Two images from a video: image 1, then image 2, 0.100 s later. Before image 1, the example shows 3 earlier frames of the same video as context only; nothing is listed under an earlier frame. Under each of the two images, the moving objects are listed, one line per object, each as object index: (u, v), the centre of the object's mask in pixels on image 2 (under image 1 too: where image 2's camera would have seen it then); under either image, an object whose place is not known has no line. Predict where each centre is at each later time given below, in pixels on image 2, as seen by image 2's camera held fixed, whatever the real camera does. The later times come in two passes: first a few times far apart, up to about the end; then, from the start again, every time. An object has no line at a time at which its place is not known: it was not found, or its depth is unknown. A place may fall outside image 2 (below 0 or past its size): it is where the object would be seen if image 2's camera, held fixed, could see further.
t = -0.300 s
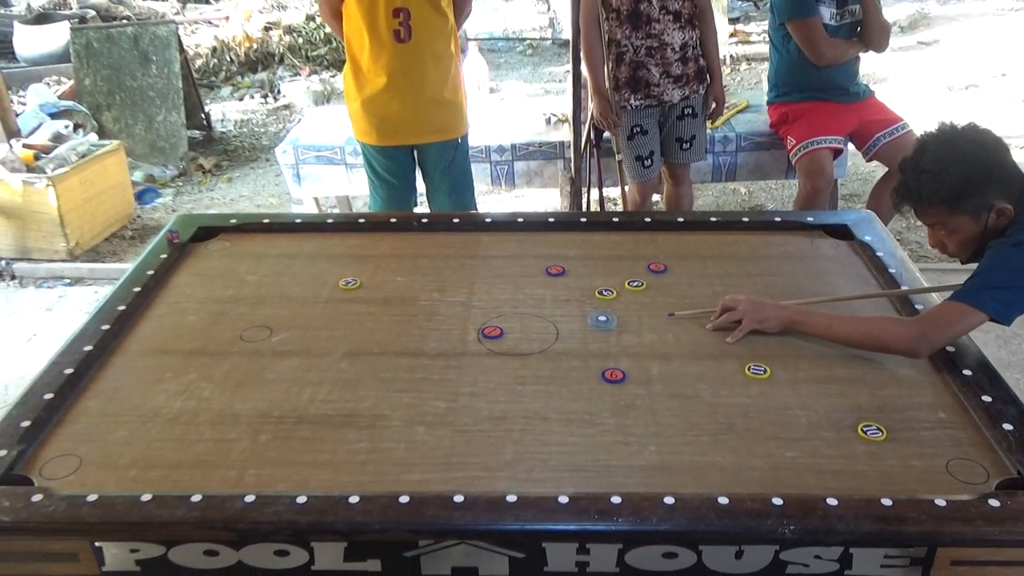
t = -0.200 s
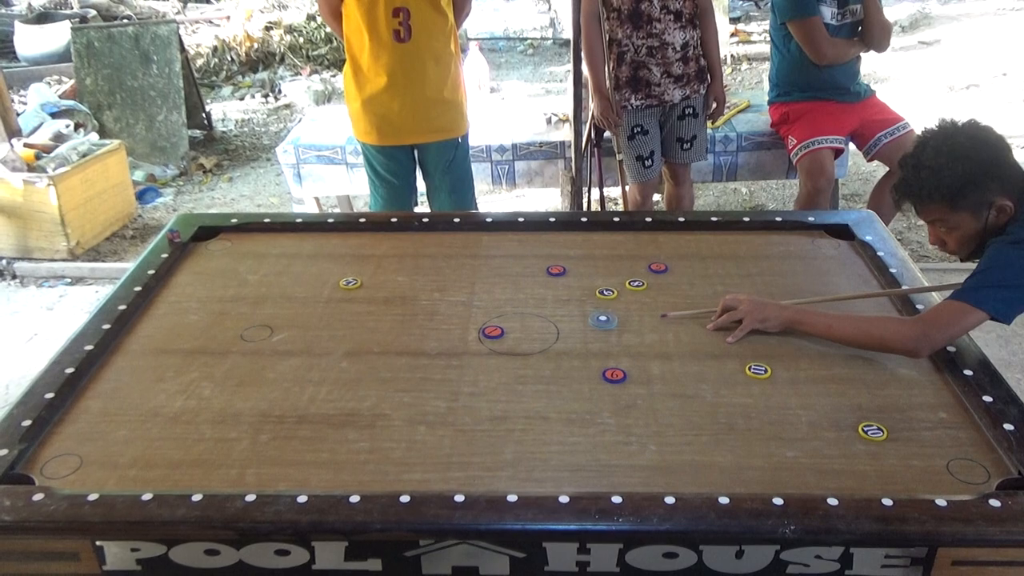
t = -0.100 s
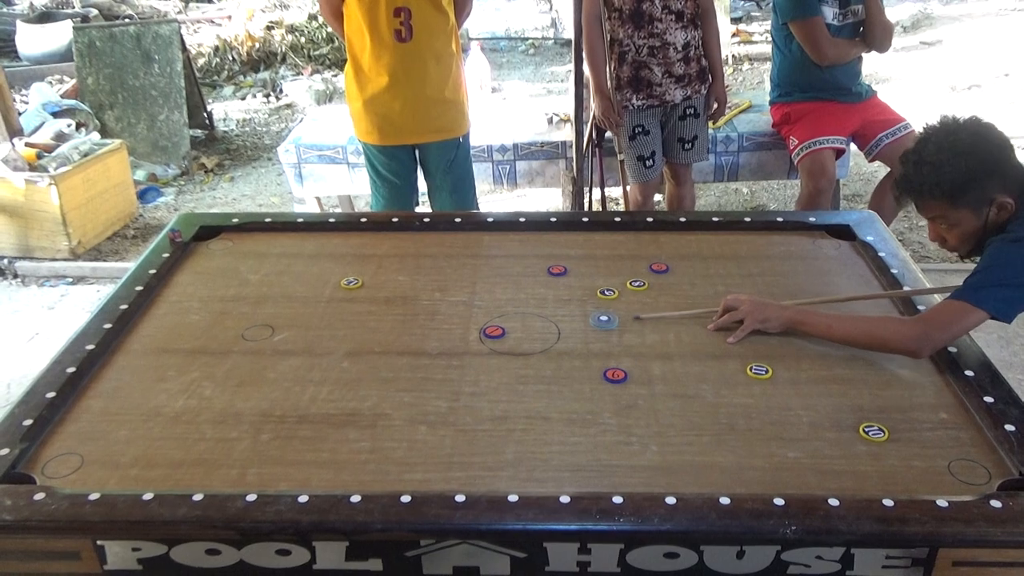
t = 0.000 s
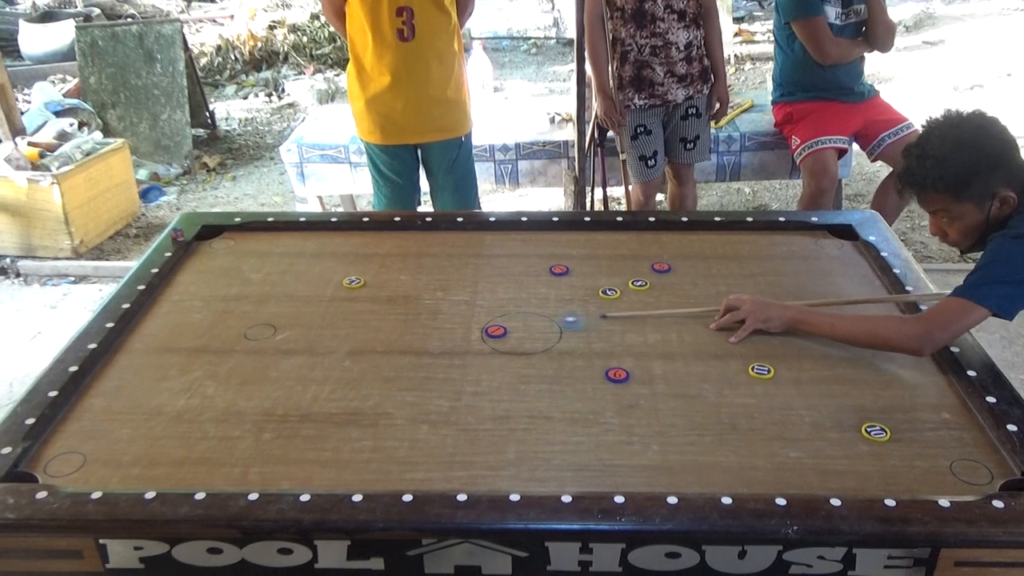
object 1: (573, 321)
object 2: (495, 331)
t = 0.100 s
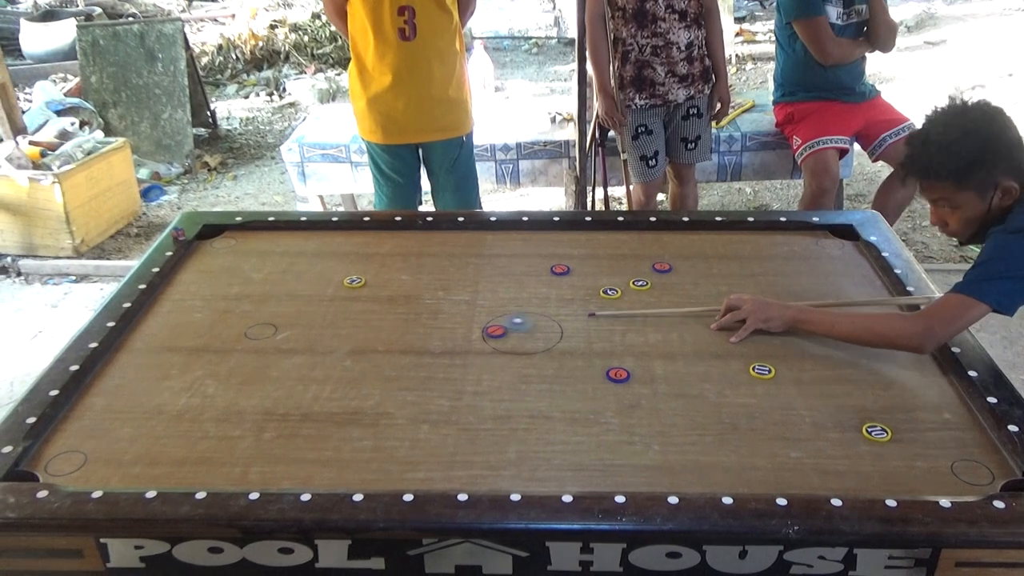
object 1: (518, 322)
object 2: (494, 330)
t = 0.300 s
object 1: (452, 316)
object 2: (384, 369)
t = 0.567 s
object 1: (384, 310)
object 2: (230, 419)
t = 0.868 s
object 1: (336, 305)
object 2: (60, 473)
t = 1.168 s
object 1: (313, 304)
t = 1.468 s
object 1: (310, 303)
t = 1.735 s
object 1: (310, 303)
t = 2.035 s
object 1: (310, 304)
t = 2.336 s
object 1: (310, 303)
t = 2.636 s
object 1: (310, 303)
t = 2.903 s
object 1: (310, 304)
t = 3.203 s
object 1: (310, 304)
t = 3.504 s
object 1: (310, 304)
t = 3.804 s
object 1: (310, 303)
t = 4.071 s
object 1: (310, 304)
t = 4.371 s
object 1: (310, 303)
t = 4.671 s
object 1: (310, 303)
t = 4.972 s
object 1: (311, 304)
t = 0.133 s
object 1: (505, 322)
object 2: (477, 338)
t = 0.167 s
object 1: (495, 320)
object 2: (459, 344)
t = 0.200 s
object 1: (484, 319)
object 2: (440, 350)
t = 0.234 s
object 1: (473, 318)
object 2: (422, 356)
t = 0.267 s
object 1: (462, 317)
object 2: (403, 363)
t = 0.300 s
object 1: (452, 316)
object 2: (384, 369)
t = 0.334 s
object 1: (442, 315)
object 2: (365, 375)
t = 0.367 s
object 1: (432, 314)
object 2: (345, 381)
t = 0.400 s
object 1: (424, 314)
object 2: (326, 388)
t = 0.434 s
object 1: (416, 312)
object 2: (307, 394)
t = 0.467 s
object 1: (407, 312)
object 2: (288, 401)
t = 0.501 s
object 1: (399, 311)
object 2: (268, 407)
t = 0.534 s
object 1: (391, 310)
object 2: (249, 413)
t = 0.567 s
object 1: (384, 310)
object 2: (230, 419)
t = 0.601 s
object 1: (376, 309)
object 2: (211, 425)
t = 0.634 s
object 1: (370, 308)
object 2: (192, 432)
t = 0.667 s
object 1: (364, 307)
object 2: (172, 438)
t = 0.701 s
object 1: (358, 307)
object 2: (153, 444)
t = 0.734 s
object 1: (353, 306)
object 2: (134, 450)
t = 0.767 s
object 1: (348, 306)
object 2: (115, 456)
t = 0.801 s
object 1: (344, 306)
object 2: (96, 462)
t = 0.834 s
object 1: (339, 305)
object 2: (77, 468)
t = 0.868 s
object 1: (336, 305)
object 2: (60, 473)
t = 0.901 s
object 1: (332, 305)
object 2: (42, 476)
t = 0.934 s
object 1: (329, 305)
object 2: (29, 478)
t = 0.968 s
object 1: (326, 305)
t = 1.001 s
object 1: (323, 304)
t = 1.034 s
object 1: (320, 304)
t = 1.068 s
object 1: (318, 304)
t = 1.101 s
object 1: (316, 304)
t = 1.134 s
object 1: (314, 304)
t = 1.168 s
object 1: (313, 304)
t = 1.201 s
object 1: (312, 304)
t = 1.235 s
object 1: (311, 304)
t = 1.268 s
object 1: (311, 303)
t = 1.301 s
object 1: (310, 304)
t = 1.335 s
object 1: (310, 304)
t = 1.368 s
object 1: (310, 304)
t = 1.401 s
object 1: (310, 304)
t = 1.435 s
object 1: (310, 304)
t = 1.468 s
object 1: (310, 303)
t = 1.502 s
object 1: (310, 304)
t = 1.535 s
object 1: (310, 303)
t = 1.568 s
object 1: (310, 304)
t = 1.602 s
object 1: (310, 303)
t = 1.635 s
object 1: (310, 303)
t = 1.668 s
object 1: (310, 303)
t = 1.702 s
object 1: (310, 303)
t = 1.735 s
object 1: (310, 303)
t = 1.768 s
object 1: (310, 304)
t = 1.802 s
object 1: (310, 304)
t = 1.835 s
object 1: (310, 304)
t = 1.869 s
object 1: (310, 304)
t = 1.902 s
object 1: (310, 304)
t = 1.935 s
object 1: (310, 304)
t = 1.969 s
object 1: (310, 304)
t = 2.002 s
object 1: (310, 304)
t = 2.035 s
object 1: (310, 304)
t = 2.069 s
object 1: (310, 304)
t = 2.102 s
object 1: (310, 304)
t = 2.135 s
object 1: (310, 304)
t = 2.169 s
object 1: (310, 304)
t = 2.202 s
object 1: (310, 304)
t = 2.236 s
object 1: (310, 304)
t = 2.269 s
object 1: (310, 304)
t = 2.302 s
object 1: (310, 304)
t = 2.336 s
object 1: (310, 303)
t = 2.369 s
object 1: (310, 304)
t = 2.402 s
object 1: (310, 304)
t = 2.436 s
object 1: (310, 304)
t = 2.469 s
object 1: (310, 303)
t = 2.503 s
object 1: (310, 304)
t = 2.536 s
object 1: (310, 304)
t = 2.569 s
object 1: (310, 303)
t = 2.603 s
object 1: (310, 304)
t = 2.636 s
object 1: (310, 303)
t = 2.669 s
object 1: (310, 304)
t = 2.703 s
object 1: (310, 304)
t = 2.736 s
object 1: (310, 304)
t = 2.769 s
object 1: (310, 304)
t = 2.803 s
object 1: (310, 304)
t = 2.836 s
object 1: (310, 303)
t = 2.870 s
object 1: (310, 304)
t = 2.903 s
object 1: (310, 304)
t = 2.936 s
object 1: (310, 303)
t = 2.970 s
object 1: (310, 303)
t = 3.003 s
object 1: (310, 303)
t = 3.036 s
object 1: (310, 304)
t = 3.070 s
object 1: (310, 304)
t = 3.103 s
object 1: (310, 304)
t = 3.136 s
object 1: (310, 304)
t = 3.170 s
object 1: (310, 304)
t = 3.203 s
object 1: (310, 304)
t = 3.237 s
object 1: (310, 304)
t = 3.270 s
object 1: (310, 304)
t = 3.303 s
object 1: (310, 303)
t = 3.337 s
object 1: (310, 304)
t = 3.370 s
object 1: (310, 303)
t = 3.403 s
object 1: (310, 304)
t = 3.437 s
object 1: (310, 304)
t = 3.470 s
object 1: (310, 303)
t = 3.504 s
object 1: (310, 304)
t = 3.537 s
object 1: (310, 304)
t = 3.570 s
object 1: (310, 303)
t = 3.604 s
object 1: (310, 304)
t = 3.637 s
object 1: (310, 303)
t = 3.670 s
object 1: (310, 303)
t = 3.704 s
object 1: (310, 304)
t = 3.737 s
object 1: (310, 304)
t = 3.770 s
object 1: (310, 304)
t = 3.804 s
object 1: (310, 303)
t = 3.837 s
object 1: (310, 304)
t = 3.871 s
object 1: (310, 304)
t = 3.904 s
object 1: (310, 304)
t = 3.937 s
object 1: (310, 304)
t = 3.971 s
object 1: (310, 304)
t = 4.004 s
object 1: (310, 304)
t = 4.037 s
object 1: (310, 303)
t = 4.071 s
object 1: (310, 304)
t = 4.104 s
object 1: (310, 304)
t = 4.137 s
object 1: (310, 304)
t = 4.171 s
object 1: (310, 304)
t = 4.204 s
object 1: (310, 304)
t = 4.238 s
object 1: (310, 303)
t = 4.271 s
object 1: (310, 304)
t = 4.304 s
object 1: (310, 303)
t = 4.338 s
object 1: (310, 303)
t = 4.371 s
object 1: (310, 303)
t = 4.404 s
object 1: (310, 303)
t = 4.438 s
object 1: (310, 303)
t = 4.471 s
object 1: (310, 304)
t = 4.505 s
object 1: (310, 303)
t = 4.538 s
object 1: (310, 303)
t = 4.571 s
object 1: (310, 303)
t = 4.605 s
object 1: (310, 303)
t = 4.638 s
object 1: (310, 303)
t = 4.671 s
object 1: (310, 303)
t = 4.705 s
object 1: (310, 303)
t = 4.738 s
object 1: (310, 303)
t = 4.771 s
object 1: (310, 304)
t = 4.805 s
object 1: (310, 303)
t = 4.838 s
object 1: (310, 303)
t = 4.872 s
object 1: (310, 304)
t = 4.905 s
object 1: (310, 304)
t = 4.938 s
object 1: (310, 304)
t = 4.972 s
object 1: (311, 304)
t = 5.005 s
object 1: (310, 304)
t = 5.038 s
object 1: (310, 304)
